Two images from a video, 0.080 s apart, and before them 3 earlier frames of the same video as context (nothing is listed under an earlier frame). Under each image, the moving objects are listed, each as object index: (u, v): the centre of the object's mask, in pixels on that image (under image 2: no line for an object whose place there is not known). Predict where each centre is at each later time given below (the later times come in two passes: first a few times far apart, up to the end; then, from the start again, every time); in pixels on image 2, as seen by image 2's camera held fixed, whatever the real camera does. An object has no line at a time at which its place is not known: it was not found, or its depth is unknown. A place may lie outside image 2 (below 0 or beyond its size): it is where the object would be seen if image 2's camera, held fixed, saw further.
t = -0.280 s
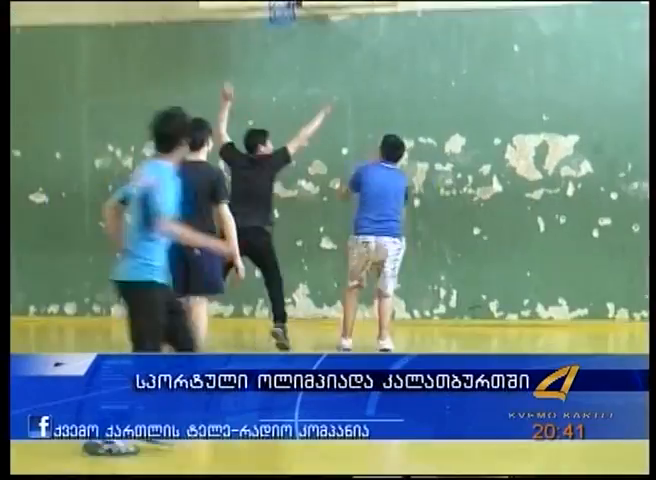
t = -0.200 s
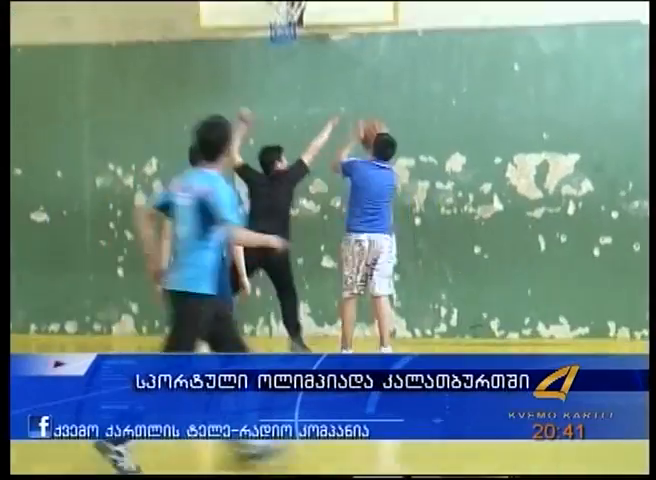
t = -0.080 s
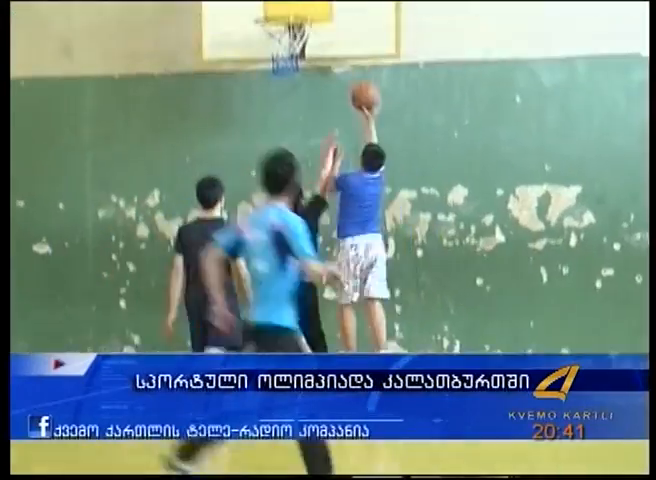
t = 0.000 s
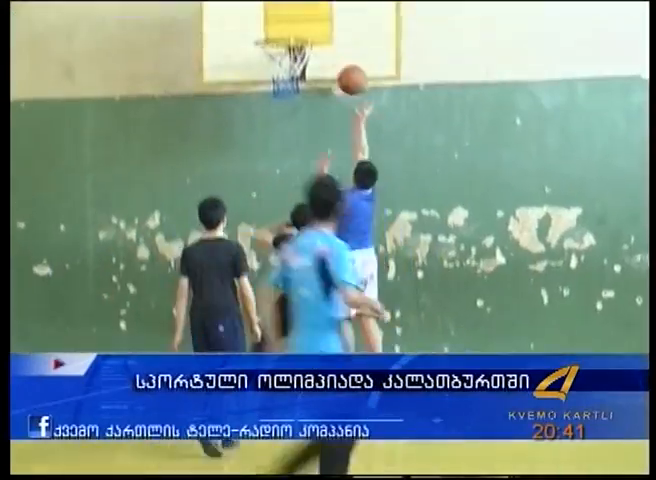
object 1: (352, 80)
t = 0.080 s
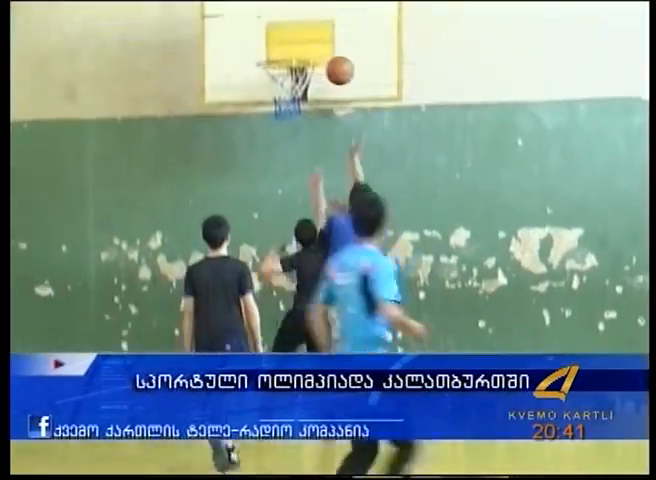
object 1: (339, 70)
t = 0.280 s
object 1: (305, 30)
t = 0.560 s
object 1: (257, 48)
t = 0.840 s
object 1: (212, 73)
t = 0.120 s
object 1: (333, 58)
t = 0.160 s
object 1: (326, 48)
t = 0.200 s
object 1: (319, 40)
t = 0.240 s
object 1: (312, 34)
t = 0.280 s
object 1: (305, 30)
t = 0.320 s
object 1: (299, 27)
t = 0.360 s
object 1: (293, 27)
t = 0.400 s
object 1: (285, 27)
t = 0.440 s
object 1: (278, 29)
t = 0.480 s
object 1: (271, 33)
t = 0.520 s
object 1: (263, 39)
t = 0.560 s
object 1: (257, 48)
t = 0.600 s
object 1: (250, 51)
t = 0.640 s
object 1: (244, 50)
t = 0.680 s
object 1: (238, 51)
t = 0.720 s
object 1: (231, 53)
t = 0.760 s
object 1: (225, 58)
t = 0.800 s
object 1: (219, 64)
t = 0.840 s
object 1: (212, 73)
